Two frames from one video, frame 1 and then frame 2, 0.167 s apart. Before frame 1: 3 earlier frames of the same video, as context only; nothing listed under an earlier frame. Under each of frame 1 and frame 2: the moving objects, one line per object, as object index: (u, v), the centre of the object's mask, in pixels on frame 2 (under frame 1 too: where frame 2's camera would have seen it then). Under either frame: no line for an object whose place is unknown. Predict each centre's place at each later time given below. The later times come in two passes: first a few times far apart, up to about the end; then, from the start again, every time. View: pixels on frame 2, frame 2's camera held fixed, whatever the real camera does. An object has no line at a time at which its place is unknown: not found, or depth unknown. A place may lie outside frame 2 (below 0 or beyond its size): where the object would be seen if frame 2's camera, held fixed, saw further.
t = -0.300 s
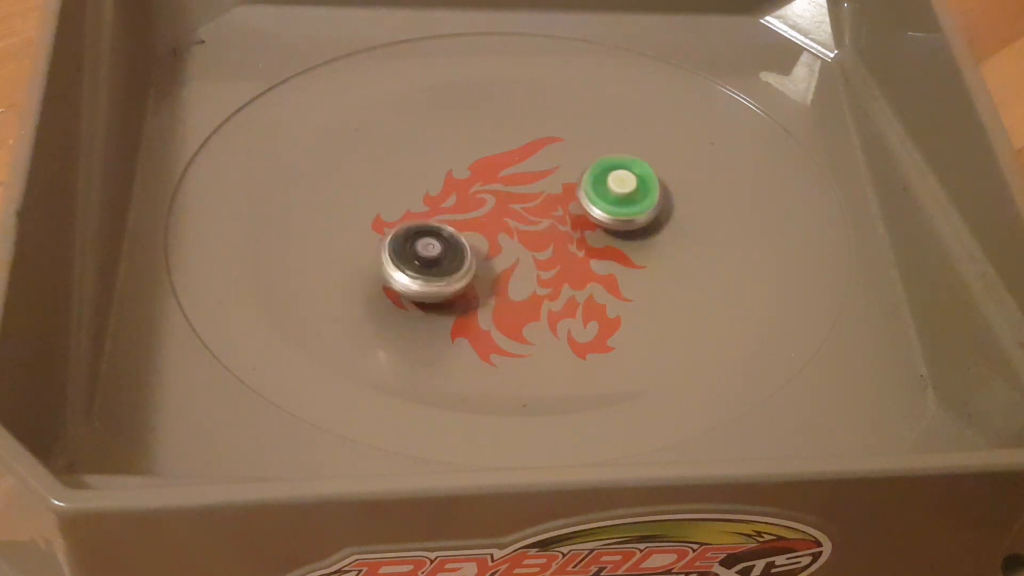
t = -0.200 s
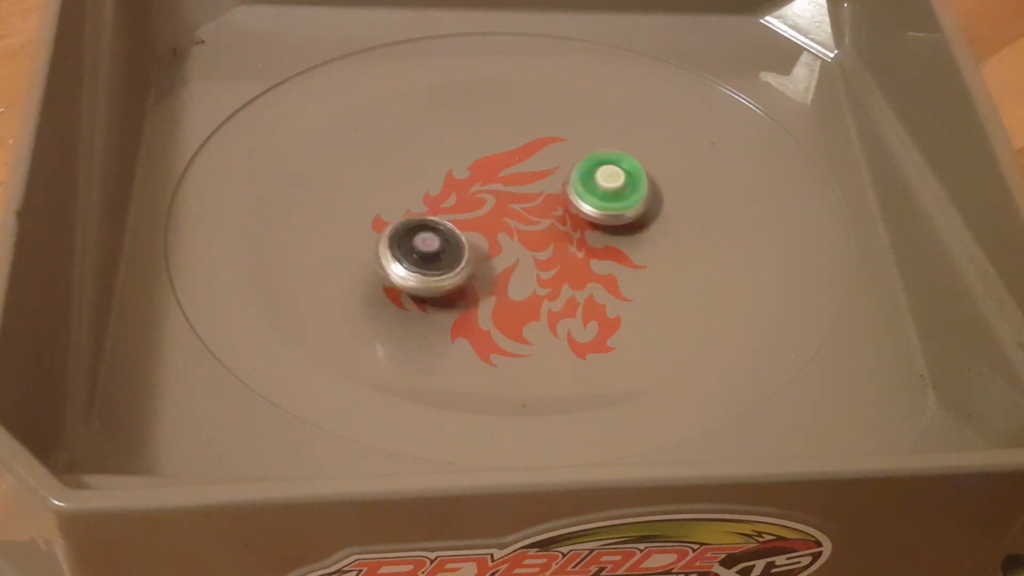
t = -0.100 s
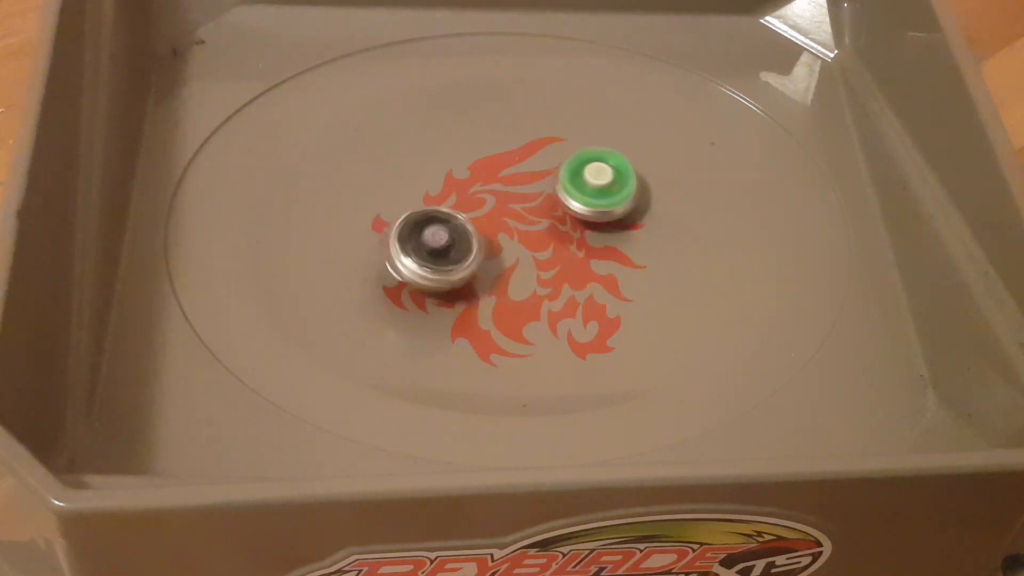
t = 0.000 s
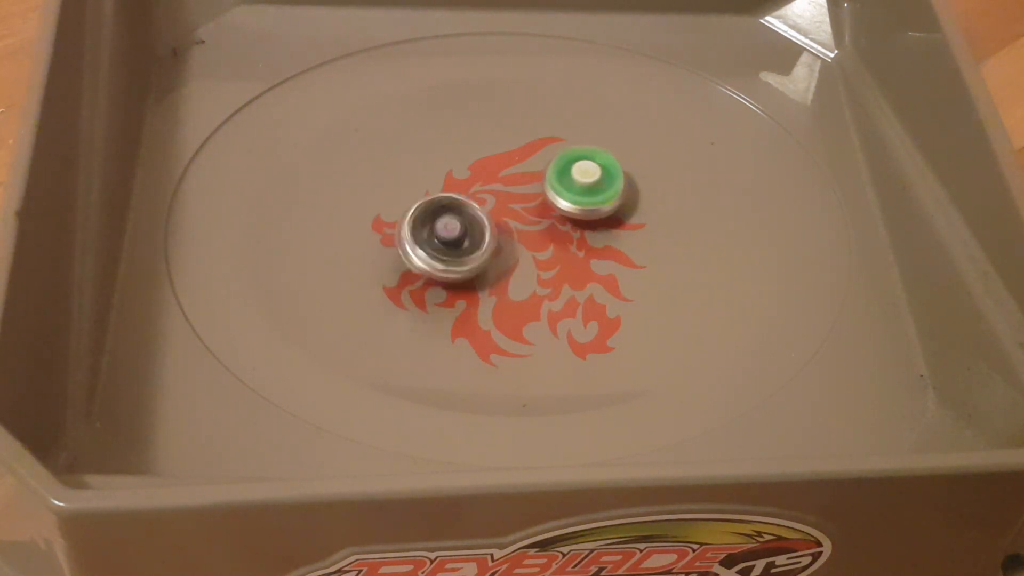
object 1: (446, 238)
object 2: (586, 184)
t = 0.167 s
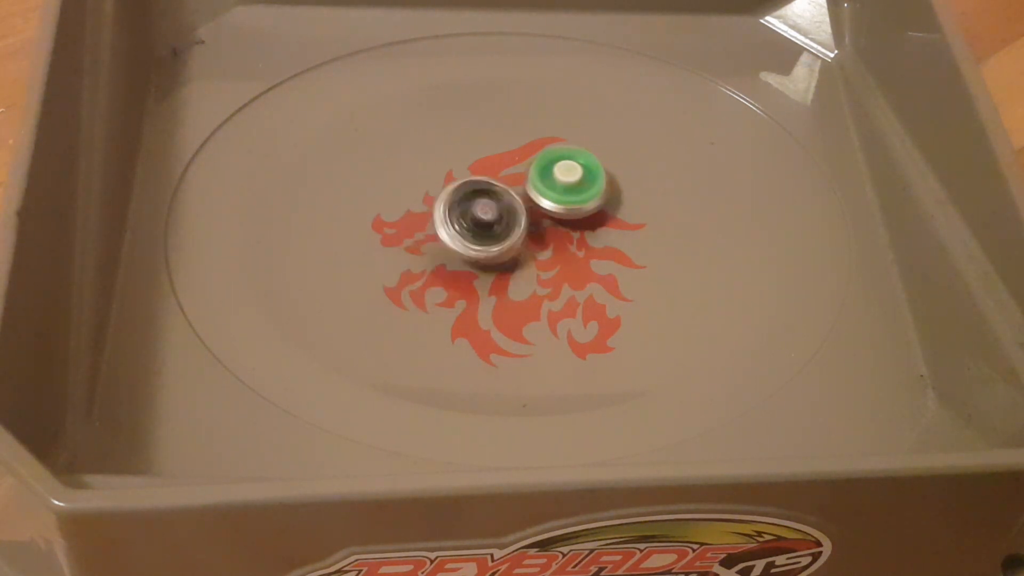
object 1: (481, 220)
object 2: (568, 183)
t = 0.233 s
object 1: (489, 216)
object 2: (569, 182)
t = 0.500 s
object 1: (484, 221)
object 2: (574, 182)
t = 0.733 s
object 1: (474, 228)
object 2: (560, 180)
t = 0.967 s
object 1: (482, 230)
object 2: (548, 181)
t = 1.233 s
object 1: (470, 241)
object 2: (554, 172)
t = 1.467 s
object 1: (476, 237)
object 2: (543, 175)
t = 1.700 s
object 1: (480, 241)
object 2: (534, 180)
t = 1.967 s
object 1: (473, 243)
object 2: (530, 181)
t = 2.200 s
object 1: (475, 242)
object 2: (533, 182)
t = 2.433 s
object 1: (469, 237)
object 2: (535, 188)
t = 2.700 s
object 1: (471, 238)
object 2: (543, 192)
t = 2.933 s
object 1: (477, 238)
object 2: (549, 195)
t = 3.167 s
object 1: (473, 236)
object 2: (552, 201)
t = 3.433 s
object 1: (458, 222)
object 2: (557, 212)
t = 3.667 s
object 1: (459, 225)
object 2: (550, 217)
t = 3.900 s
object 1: (442, 222)
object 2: (578, 219)
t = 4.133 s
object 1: (447, 231)
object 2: (578, 219)
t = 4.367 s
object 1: (458, 234)
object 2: (570, 221)
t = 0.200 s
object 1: (487, 220)
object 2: (566, 183)
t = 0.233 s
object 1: (489, 216)
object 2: (569, 182)
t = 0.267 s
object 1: (492, 215)
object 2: (572, 183)
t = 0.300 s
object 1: (493, 216)
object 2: (576, 184)
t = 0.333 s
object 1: (494, 215)
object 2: (575, 185)
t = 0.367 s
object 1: (494, 215)
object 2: (576, 184)
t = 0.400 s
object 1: (491, 218)
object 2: (580, 183)
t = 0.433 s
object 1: (486, 220)
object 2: (580, 183)
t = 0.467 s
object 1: (483, 221)
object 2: (577, 182)
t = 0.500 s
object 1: (484, 221)
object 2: (574, 182)
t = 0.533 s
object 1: (482, 225)
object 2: (571, 181)
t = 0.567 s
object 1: (479, 226)
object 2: (569, 181)
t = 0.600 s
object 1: (477, 226)
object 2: (567, 181)
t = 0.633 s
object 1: (477, 228)
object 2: (565, 181)
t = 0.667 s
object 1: (475, 231)
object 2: (564, 180)
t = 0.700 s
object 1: (474, 230)
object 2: (562, 180)
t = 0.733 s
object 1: (474, 228)
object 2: (560, 180)
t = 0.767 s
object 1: (476, 231)
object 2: (559, 180)
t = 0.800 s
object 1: (475, 232)
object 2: (557, 180)
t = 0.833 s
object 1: (476, 231)
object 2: (555, 180)
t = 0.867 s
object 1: (478, 230)
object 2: (553, 181)
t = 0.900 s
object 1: (481, 232)
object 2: (552, 181)
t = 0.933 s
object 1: (480, 232)
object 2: (550, 181)
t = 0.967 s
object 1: (482, 230)
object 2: (548, 181)
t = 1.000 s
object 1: (481, 229)
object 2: (549, 179)
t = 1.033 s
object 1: (477, 234)
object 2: (558, 175)
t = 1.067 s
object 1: (473, 237)
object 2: (563, 173)
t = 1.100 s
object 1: (472, 237)
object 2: (564, 173)
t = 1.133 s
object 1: (471, 236)
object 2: (562, 173)
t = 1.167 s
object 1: (473, 237)
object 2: (559, 172)
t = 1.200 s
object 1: (472, 240)
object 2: (556, 172)
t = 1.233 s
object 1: (470, 241)
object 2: (554, 172)
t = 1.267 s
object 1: (470, 240)
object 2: (551, 172)
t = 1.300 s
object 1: (471, 239)
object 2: (549, 172)
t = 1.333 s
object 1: (472, 241)
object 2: (548, 172)
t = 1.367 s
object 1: (470, 241)
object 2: (546, 173)
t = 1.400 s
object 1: (471, 240)
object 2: (545, 174)
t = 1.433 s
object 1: (472, 236)
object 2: (544, 174)
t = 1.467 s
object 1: (476, 237)
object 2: (543, 175)
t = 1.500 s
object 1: (476, 238)
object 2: (542, 176)
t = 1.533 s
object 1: (477, 238)
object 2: (540, 177)
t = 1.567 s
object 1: (476, 236)
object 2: (539, 178)
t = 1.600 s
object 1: (482, 236)
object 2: (537, 178)
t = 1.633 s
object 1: (483, 238)
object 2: (535, 179)
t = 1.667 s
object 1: (483, 241)
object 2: (535, 179)
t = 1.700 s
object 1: (480, 241)
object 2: (534, 180)
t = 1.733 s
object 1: (480, 238)
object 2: (533, 180)
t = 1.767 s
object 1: (480, 240)
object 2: (535, 179)
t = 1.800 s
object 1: (479, 243)
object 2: (535, 179)
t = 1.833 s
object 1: (475, 245)
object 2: (535, 179)
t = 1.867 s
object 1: (472, 244)
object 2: (534, 179)
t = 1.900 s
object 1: (472, 241)
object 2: (533, 179)
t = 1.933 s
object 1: (473, 242)
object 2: (532, 180)
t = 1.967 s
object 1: (473, 243)
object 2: (530, 181)
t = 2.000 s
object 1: (472, 243)
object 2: (529, 181)
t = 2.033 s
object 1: (472, 243)
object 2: (528, 182)
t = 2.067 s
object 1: (474, 241)
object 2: (528, 182)
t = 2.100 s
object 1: (476, 241)
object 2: (528, 182)
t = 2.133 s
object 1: (478, 241)
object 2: (529, 182)
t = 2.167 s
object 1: (479, 241)
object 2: (530, 182)
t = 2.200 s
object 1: (475, 242)
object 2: (533, 182)
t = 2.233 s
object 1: (473, 241)
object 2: (535, 182)
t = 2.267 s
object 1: (471, 237)
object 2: (535, 183)
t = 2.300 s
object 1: (471, 238)
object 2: (533, 184)
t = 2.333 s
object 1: (472, 238)
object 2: (533, 186)
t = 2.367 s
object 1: (471, 237)
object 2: (532, 187)
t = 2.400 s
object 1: (470, 238)
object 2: (531, 188)
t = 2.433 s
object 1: (469, 237)
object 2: (535, 188)
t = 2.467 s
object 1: (466, 238)
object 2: (535, 188)
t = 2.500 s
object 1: (467, 237)
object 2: (535, 189)
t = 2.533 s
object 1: (466, 236)
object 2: (535, 190)
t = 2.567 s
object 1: (464, 238)
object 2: (540, 190)
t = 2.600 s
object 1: (464, 238)
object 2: (543, 190)
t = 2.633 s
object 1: (465, 237)
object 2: (543, 190)
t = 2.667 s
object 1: (467, 237)
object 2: (543, 191)
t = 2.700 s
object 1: (471, 238)
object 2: (543, 192)
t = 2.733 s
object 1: (474, 239)
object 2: (544, 192)
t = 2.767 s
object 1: (476, 239)
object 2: (546, 192)
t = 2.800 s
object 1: (477, 238)
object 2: (548, 192)
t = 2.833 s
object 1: (478, 237)
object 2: (548, 193)
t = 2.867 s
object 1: (478, 237)
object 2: (548, 193)
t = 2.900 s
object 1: (479, 237)
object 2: (547, 195)
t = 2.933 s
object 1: (477, 238)
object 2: (549, 195)
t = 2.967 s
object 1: (476, 238)
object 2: (551, 196)
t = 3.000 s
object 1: (475, 238)
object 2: (552, 196)
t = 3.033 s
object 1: (475, 238)
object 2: (553, 197)
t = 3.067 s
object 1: (474, 237)
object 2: (553, 198)
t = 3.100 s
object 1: (474, 237)
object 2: (553, 199)
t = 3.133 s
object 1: (473, 236)
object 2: (552, 200)
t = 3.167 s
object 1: (473, 236)
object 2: (552, 201)
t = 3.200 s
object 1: (472, 235)
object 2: (551, 202)
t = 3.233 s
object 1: (471, 234)
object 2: (551, 203)
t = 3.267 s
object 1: (470, 233)
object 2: (550, 204)
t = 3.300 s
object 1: (469, 232)
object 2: (549, 206)
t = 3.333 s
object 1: (466, 229)
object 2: (549, 207)
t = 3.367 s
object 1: (465, 226)
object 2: (549, 208)
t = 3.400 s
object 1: (461, 223)
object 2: (553, 210)
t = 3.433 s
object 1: (458, 222)
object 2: (557, 212)
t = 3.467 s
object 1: (458, 220)
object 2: (559, 214)
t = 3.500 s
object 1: (458, 219)
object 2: (558, 215)
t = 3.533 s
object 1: (458, 219)
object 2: (557, 215)
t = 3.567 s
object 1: (458, 220)
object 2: (555, 216)
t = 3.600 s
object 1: (459, 222)
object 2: (554, 216)
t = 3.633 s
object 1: (459, 223)
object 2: (552, 217)
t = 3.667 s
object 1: (459, 225)
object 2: (550, 217)
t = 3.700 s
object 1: (460, 226)
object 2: (548, 217)
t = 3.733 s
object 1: (459, 227)
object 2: (548, 217)
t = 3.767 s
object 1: (449, 228)
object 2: (561, 218)
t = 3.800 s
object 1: (443, 226)
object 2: (572, 219)
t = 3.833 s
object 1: (442, 225)
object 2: (577, 219)
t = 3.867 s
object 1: (442, 223)
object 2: (578, 220)
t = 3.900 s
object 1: (442, 222)
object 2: (578, 219)
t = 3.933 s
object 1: (442, 222)
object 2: (579, 219)
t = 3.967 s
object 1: (442, 222)
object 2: (579, 219)
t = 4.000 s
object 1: (442, 224)
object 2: (579, 219)
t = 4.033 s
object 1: (443, 226)
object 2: (579, 218)
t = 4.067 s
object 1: (444, 228)
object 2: (579, 218)
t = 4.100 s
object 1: (446, 230)
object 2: (579, 219)
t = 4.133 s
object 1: (447, 231)
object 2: (578, 219)
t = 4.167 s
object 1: (449, 232)
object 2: (577, 219)
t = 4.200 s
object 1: (450, 233)
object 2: (576, 220)
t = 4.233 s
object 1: (452, 233)
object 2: (575, 220)
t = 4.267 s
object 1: (453, 233)
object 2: (574, 220)
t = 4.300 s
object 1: (454, 234)
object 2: (573, 220)
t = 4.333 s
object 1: (456, 234)
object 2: (571, 221)
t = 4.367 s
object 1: (458, 234)
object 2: (570, 221)
